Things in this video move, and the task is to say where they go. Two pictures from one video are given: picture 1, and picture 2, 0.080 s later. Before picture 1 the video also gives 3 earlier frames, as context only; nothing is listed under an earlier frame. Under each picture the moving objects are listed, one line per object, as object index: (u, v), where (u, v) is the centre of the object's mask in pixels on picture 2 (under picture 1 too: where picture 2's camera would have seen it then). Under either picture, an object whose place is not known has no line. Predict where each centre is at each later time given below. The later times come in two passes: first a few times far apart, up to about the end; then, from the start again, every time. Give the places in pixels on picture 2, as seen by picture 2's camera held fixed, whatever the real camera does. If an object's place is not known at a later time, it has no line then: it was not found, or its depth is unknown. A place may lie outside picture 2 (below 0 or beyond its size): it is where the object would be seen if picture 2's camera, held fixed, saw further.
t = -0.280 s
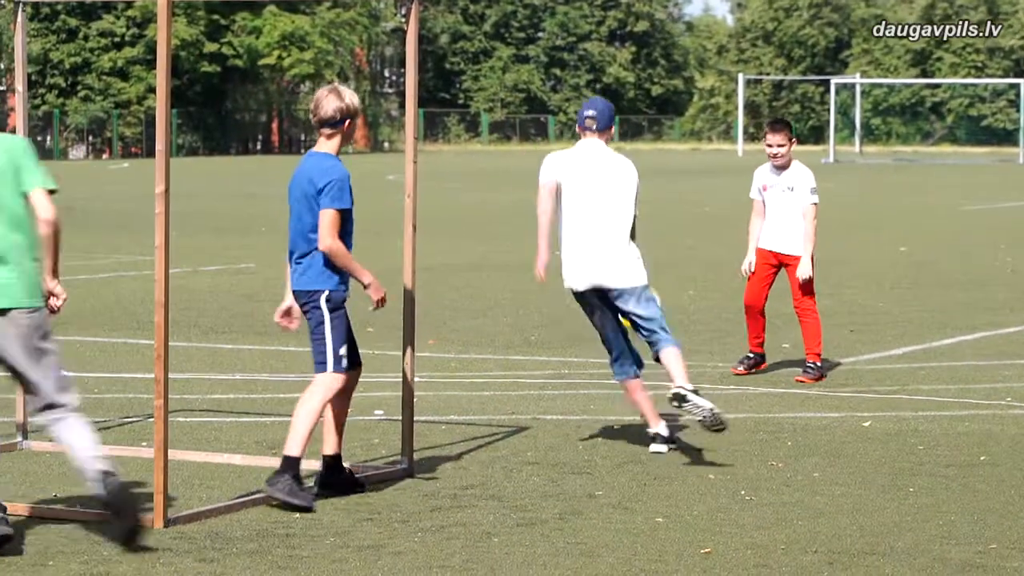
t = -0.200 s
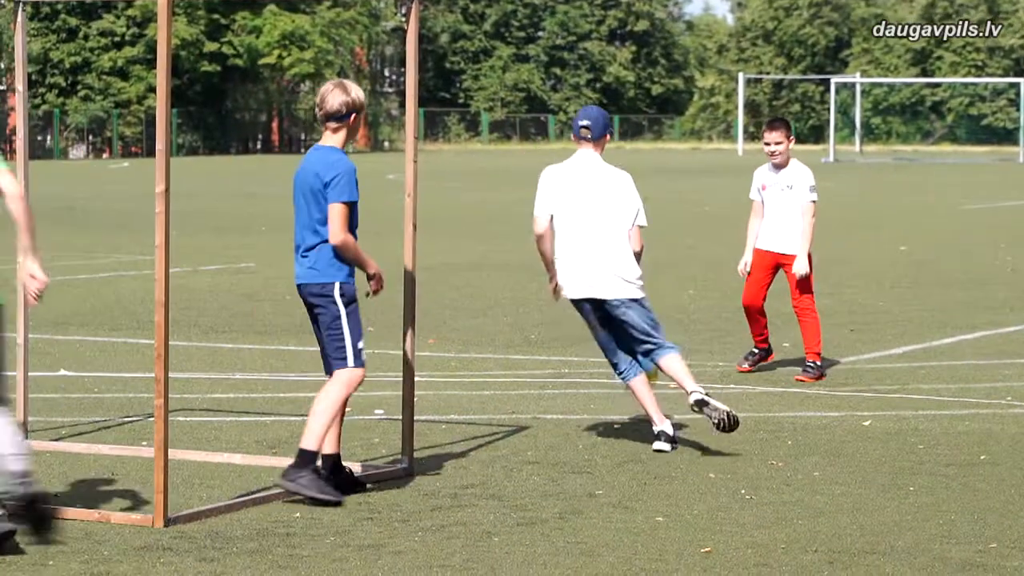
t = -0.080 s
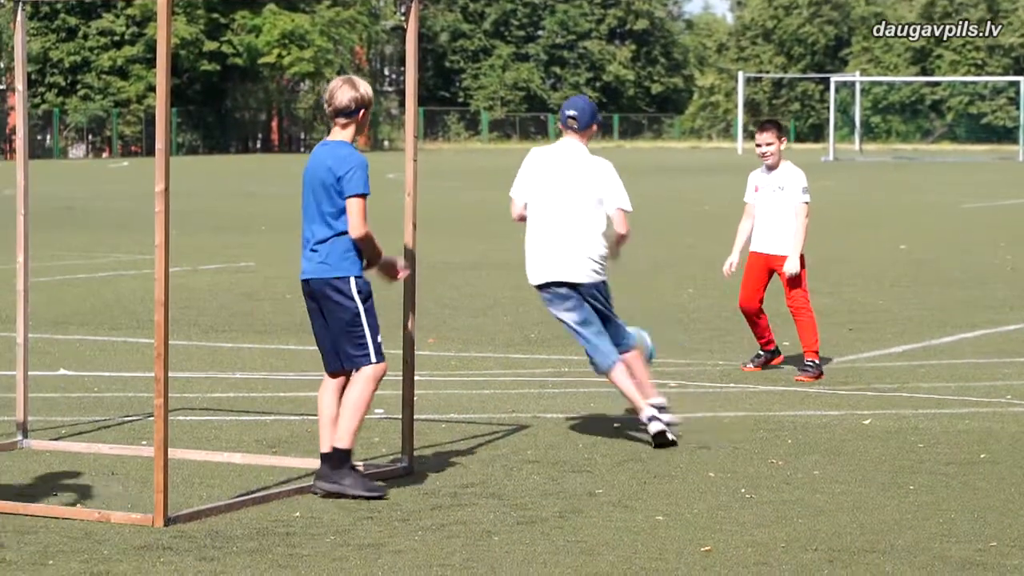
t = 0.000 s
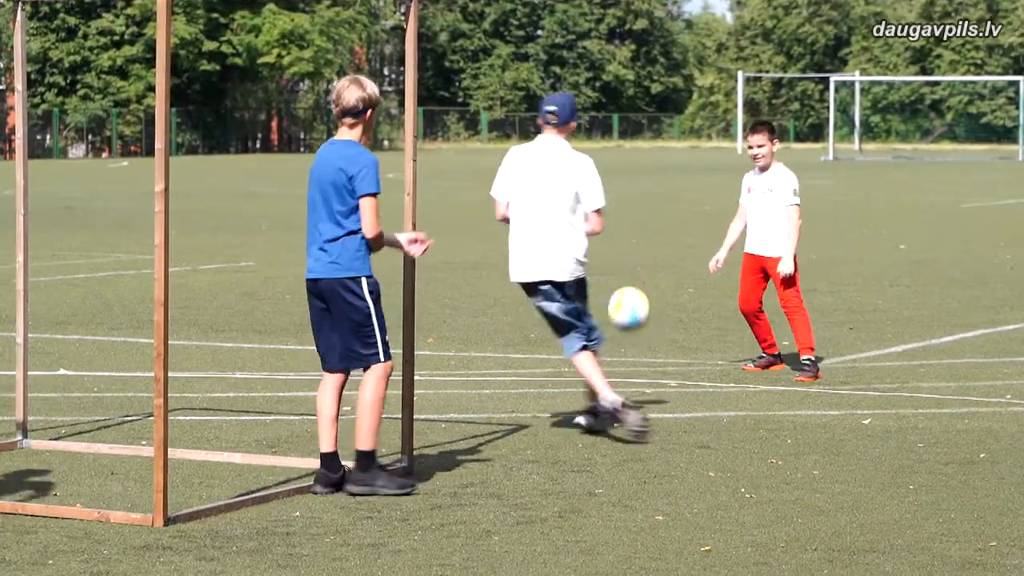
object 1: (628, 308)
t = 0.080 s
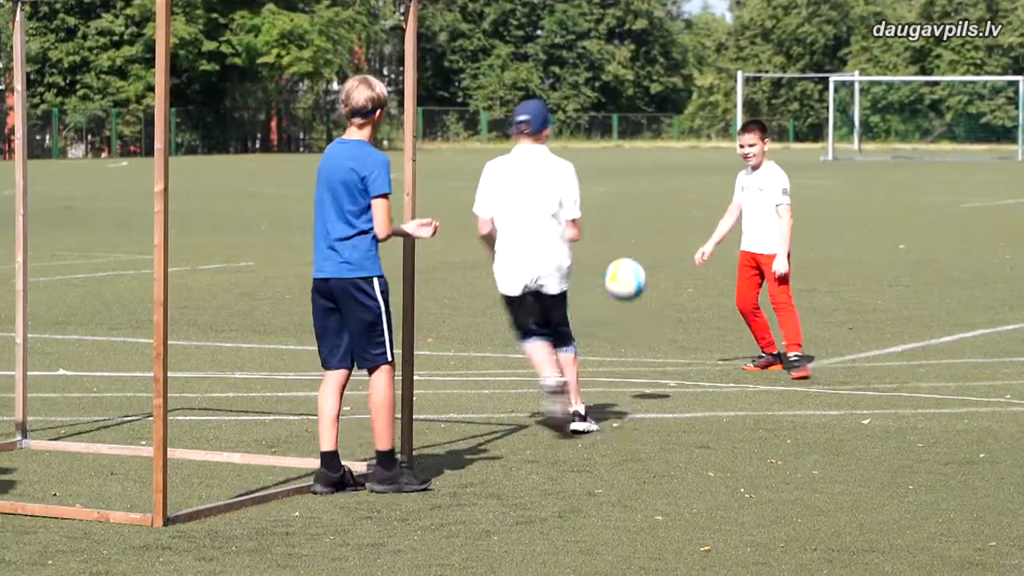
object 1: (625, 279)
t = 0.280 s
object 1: (616, 263)
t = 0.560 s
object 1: (603, 358)
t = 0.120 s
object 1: (623, 270)
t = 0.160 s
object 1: (621, 263)
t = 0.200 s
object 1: (619, 260)
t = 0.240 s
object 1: (618, 260)
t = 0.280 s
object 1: (616, 263)
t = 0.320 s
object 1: (614, 268)
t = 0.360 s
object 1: (613, 275)
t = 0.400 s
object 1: (611, 287)
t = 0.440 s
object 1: (609, 301)
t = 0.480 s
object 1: (607, 317)
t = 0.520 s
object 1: (605, 337)
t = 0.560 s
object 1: (603, 358)
